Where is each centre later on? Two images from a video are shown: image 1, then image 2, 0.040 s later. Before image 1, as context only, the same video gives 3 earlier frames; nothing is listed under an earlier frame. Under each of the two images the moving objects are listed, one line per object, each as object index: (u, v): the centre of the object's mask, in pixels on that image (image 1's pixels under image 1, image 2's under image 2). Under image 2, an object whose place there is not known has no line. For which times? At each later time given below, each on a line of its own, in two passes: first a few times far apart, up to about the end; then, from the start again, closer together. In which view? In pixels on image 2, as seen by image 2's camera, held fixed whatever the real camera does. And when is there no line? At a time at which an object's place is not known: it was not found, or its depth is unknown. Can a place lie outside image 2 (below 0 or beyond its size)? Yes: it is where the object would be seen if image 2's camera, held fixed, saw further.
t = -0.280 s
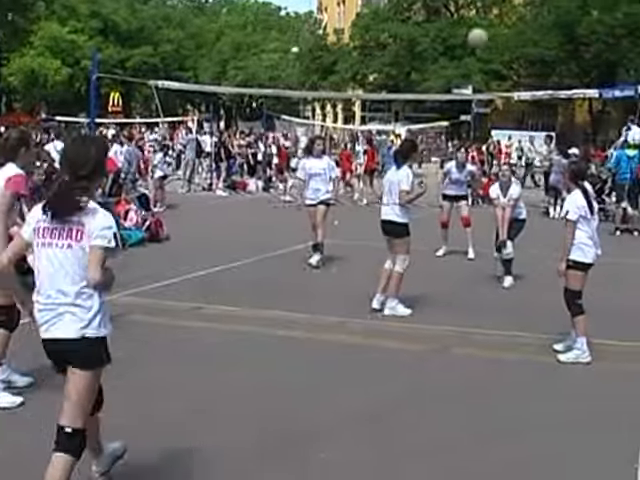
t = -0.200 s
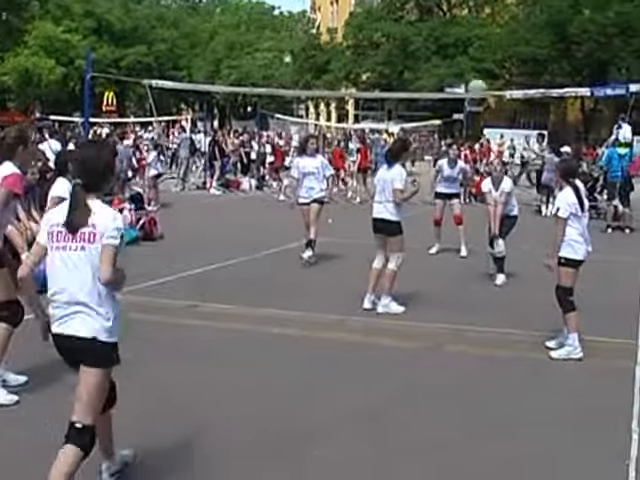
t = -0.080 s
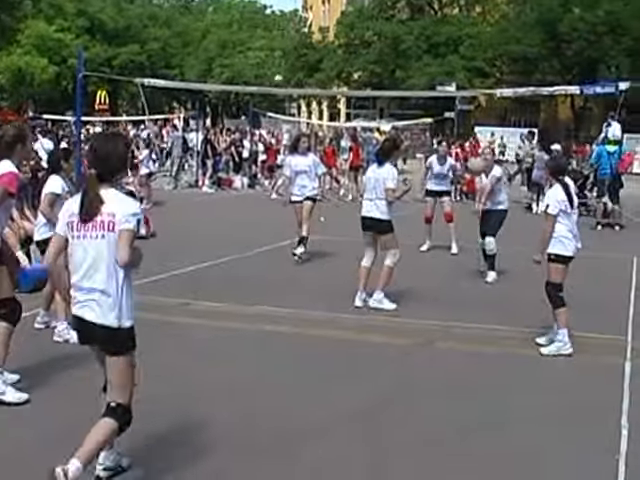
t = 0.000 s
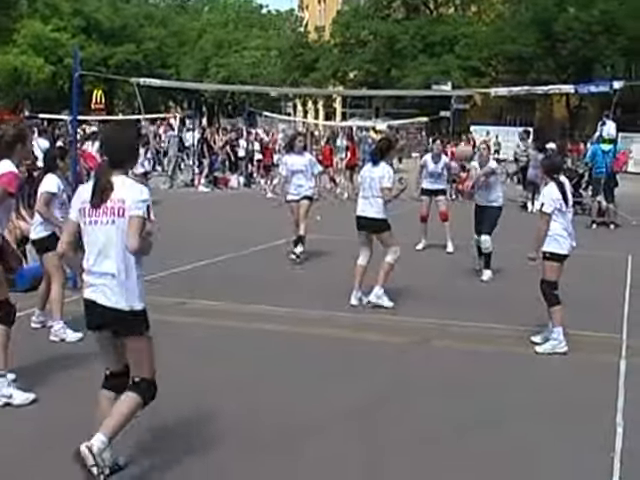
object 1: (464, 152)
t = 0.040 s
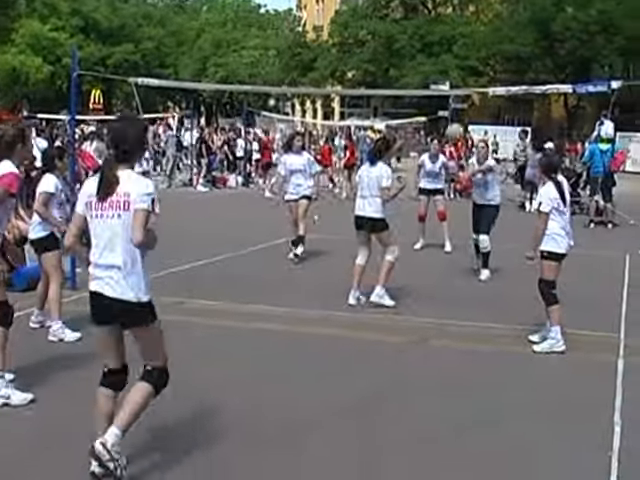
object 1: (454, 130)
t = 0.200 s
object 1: (424, 63)
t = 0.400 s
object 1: (378, 7)
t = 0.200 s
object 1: (424, 63)
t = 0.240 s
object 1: (415, 49)
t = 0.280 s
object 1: (406, 38)
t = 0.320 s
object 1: (397, 25)
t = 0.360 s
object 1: (388, 16)
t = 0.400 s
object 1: (378, 7)
